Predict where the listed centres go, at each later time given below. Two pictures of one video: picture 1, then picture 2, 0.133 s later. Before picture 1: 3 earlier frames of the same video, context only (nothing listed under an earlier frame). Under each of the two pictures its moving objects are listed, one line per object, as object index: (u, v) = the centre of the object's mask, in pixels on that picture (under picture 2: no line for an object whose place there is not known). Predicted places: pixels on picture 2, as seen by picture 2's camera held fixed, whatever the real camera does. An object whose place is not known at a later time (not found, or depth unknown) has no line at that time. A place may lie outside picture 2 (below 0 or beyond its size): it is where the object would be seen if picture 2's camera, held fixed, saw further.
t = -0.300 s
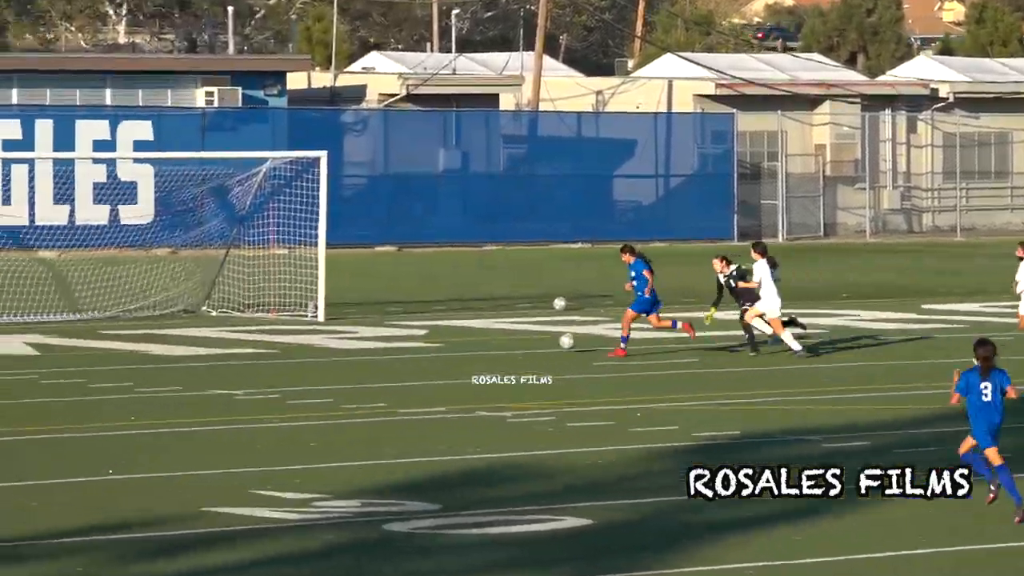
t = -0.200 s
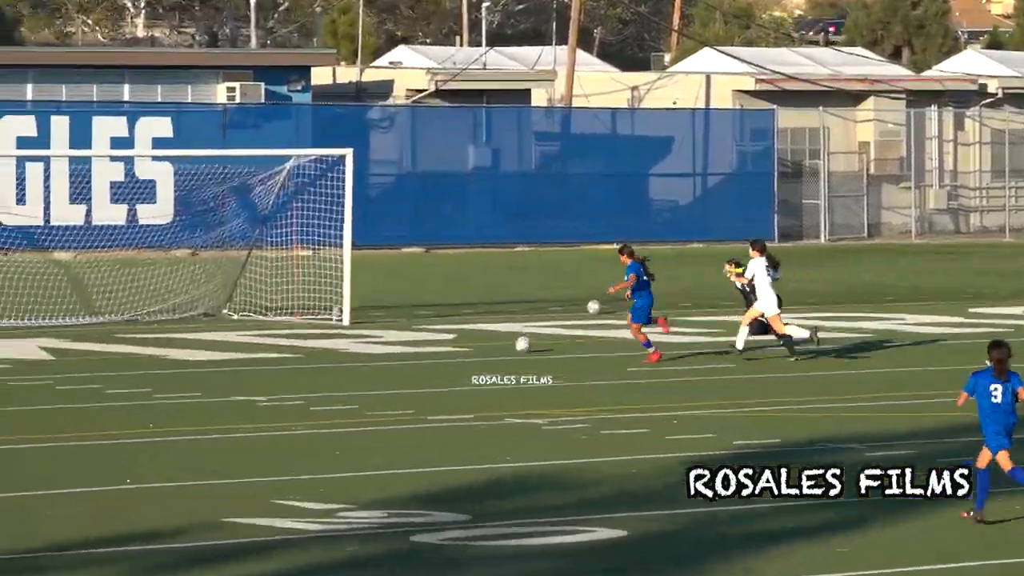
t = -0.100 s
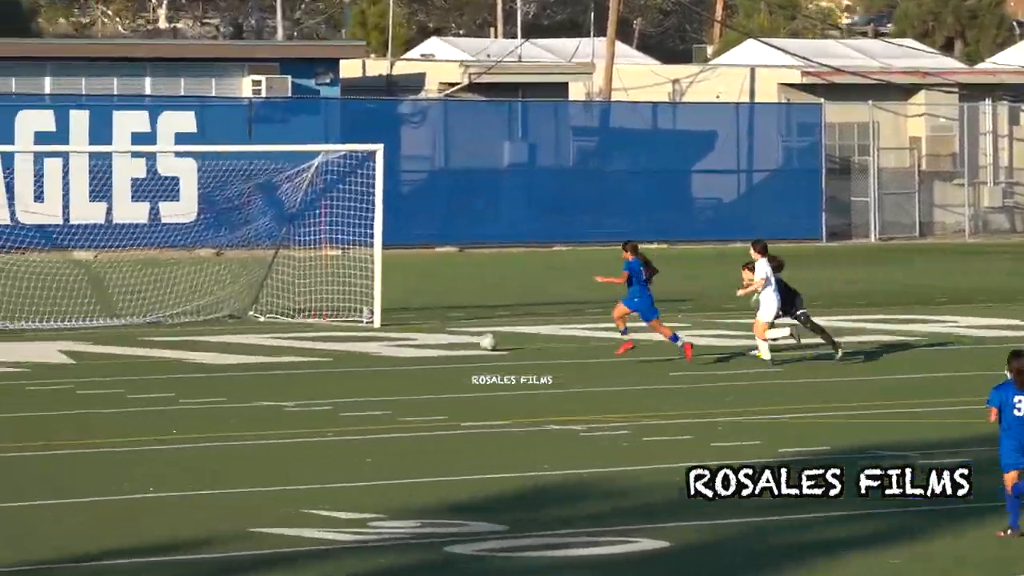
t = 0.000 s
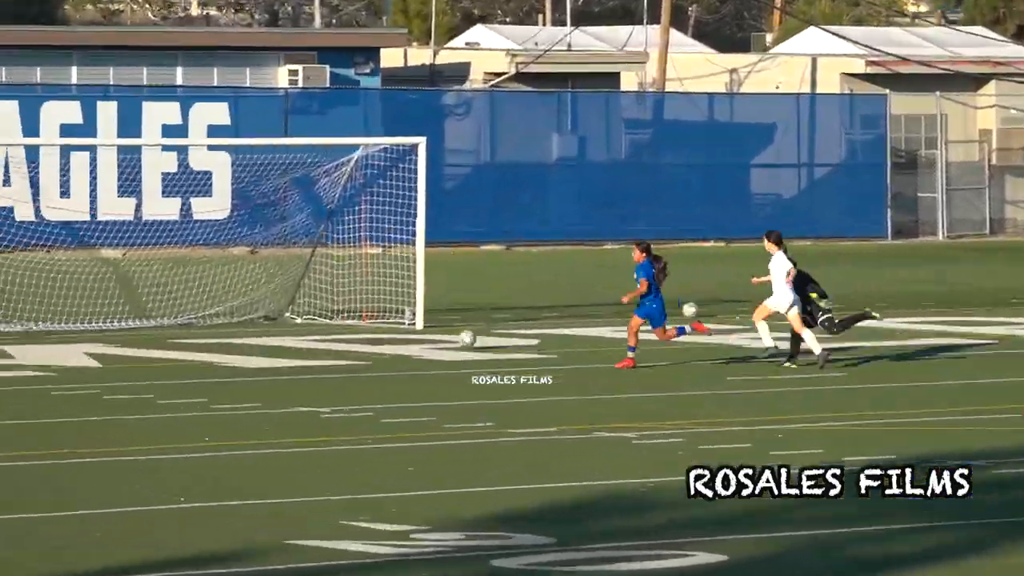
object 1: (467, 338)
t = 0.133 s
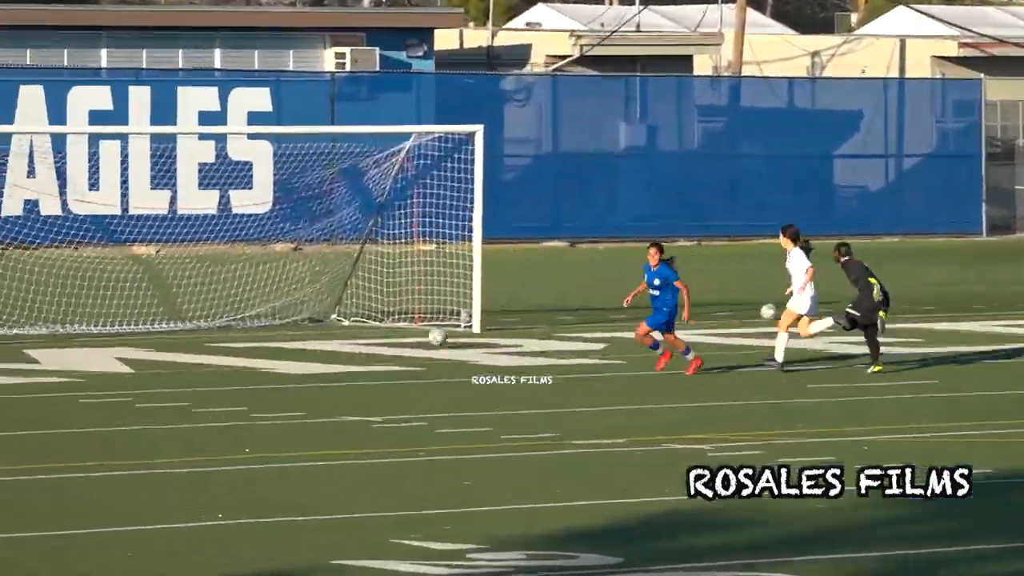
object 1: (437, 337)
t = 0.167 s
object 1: (417, 334)
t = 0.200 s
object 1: (397, 333)
